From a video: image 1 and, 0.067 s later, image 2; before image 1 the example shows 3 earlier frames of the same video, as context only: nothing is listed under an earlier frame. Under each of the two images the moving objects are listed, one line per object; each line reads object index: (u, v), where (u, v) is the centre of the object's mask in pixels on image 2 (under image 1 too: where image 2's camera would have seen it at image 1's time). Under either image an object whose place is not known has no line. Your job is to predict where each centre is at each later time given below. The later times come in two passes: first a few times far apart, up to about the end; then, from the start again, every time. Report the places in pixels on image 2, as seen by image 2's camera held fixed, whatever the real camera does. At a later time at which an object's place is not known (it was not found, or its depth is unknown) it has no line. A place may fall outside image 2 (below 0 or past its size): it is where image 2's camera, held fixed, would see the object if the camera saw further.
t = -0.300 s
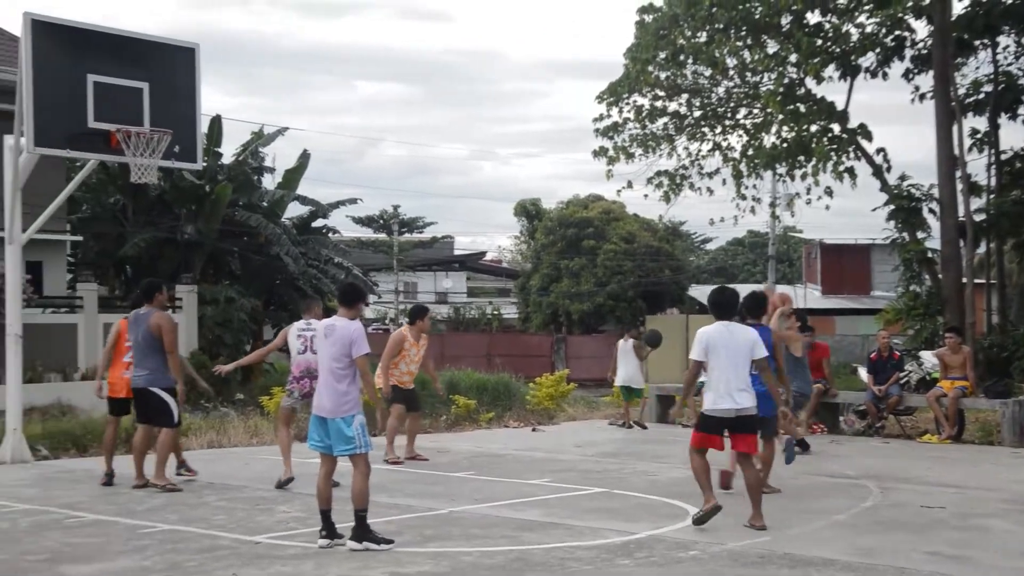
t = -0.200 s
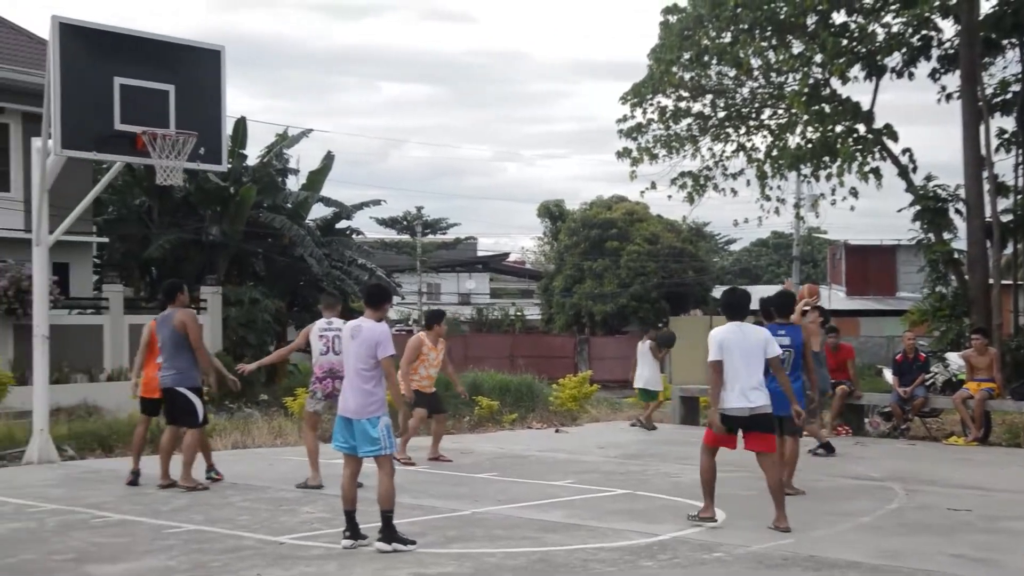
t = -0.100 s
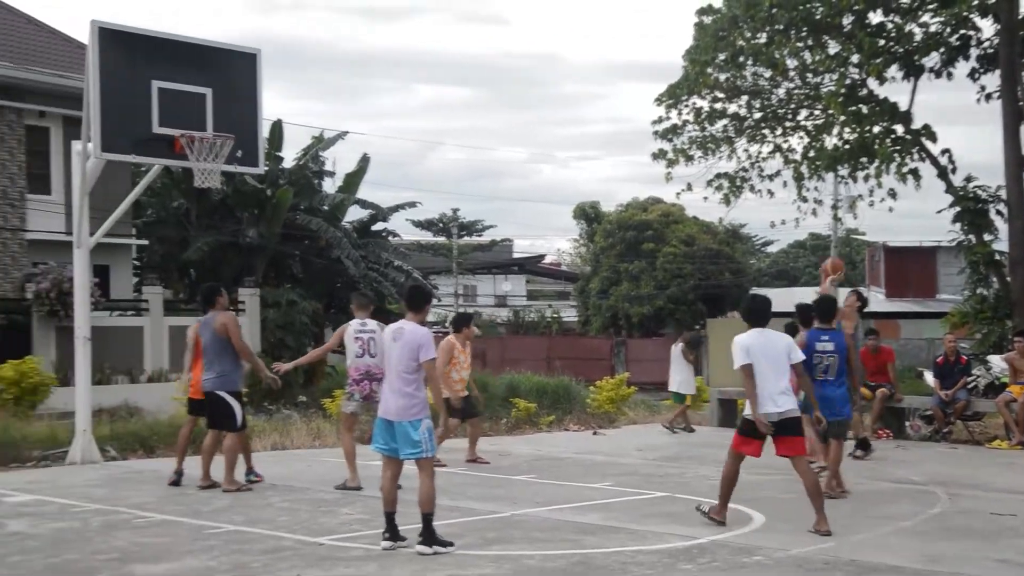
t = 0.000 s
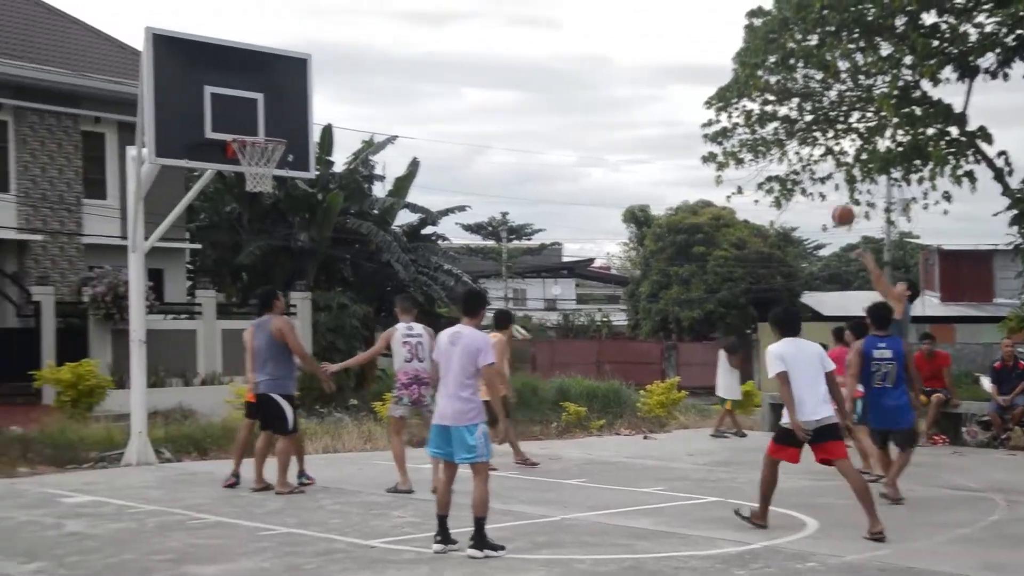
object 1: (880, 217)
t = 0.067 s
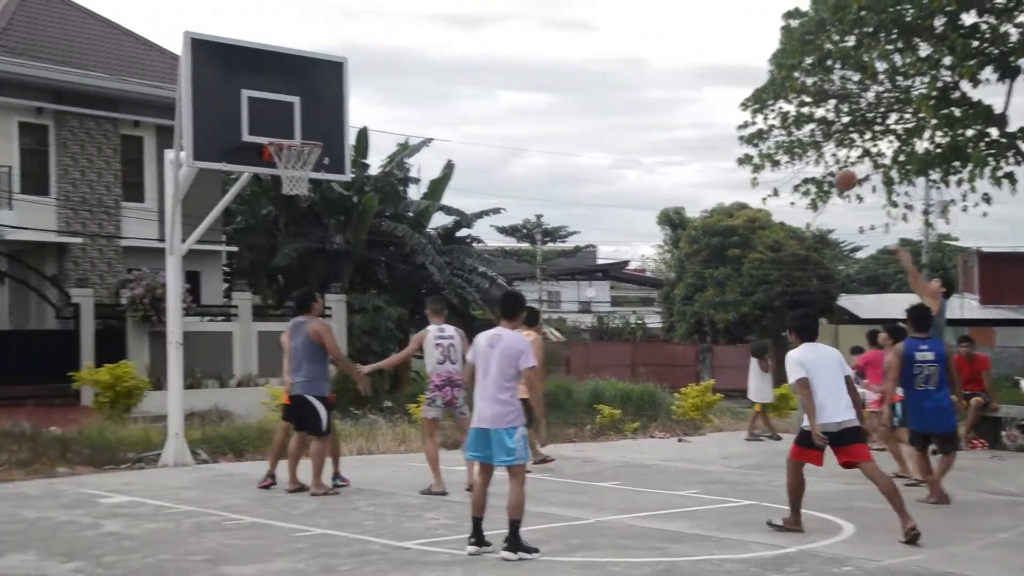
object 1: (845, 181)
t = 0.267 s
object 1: (742, 91)
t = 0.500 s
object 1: (619, 32)
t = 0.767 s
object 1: (471, 28)
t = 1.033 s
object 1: (313, 98)
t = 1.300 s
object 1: (233, 126)
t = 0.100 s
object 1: (827, 163)
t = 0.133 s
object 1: (810, 147)
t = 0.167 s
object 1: (794, 132)
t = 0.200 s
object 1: (777, 117)
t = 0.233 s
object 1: (759, 103)
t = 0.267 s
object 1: (742, 91)
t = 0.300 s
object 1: (724, 80)
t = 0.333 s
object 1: (707, 69)
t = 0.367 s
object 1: (689, 60)
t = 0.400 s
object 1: (672, 51)
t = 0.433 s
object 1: (654, 44)
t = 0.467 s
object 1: (637, 38)
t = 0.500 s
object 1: (619, 32)
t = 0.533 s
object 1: (601, 28)
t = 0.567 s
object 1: (583, 25)
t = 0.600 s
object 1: (566, 22)
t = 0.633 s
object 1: (547, 21)
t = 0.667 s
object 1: (528, 21)
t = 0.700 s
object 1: (509, 23)
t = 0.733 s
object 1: (490, 25)
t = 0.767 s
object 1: (471, 28)
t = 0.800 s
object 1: (451, 33)
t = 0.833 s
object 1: (432, 39)
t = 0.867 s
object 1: (413, 46)
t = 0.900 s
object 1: (393, 54)
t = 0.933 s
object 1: (373, 63)
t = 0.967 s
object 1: (352, 74)
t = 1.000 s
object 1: (333, 84)
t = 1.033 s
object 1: (313, 98)
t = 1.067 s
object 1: (292, 112)
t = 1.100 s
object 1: (273, 128)
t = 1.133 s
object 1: (258, 129)
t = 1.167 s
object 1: (246, 128)
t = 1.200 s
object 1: (244, 125)
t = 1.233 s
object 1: (240, 124)
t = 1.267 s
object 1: (237, 125)
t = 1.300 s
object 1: (233, 126)
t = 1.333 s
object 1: (230, 128)
